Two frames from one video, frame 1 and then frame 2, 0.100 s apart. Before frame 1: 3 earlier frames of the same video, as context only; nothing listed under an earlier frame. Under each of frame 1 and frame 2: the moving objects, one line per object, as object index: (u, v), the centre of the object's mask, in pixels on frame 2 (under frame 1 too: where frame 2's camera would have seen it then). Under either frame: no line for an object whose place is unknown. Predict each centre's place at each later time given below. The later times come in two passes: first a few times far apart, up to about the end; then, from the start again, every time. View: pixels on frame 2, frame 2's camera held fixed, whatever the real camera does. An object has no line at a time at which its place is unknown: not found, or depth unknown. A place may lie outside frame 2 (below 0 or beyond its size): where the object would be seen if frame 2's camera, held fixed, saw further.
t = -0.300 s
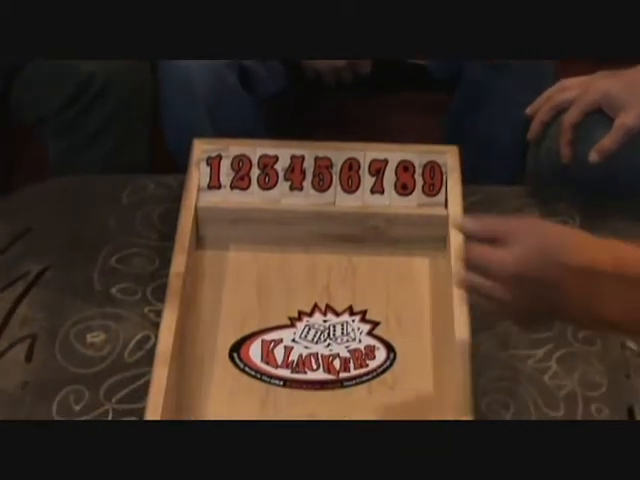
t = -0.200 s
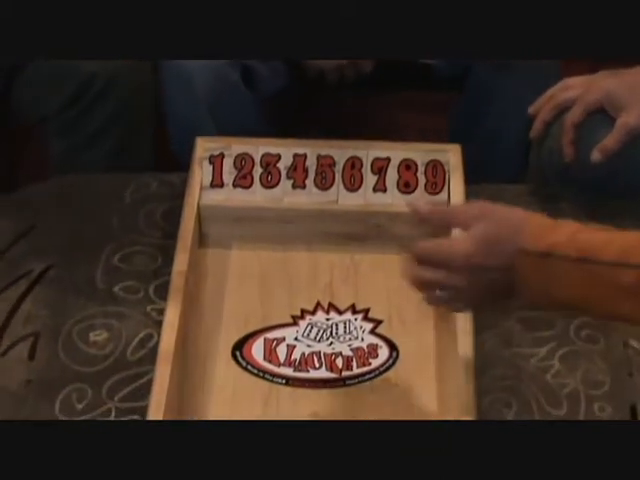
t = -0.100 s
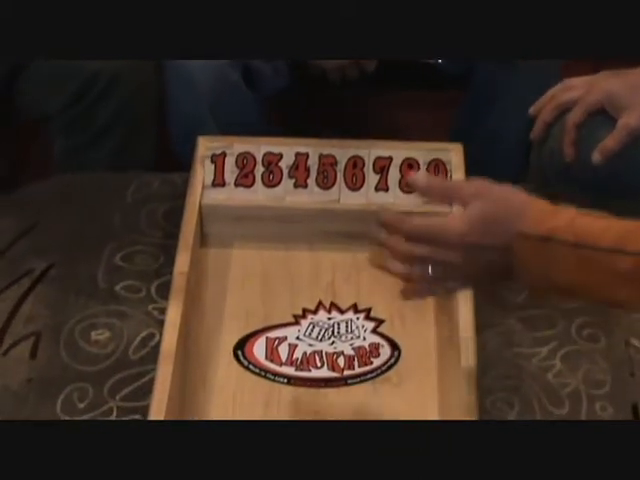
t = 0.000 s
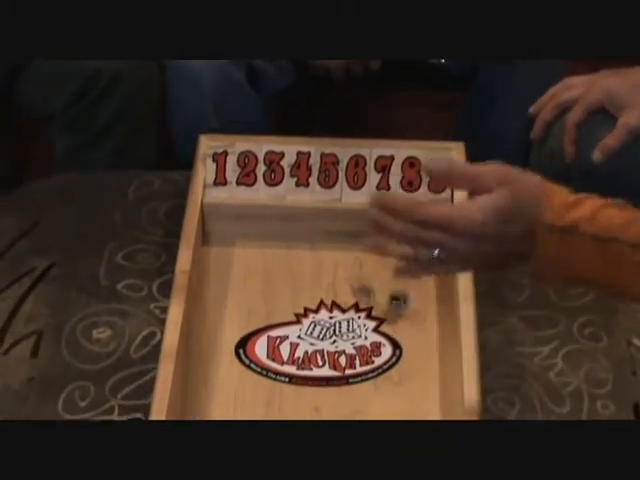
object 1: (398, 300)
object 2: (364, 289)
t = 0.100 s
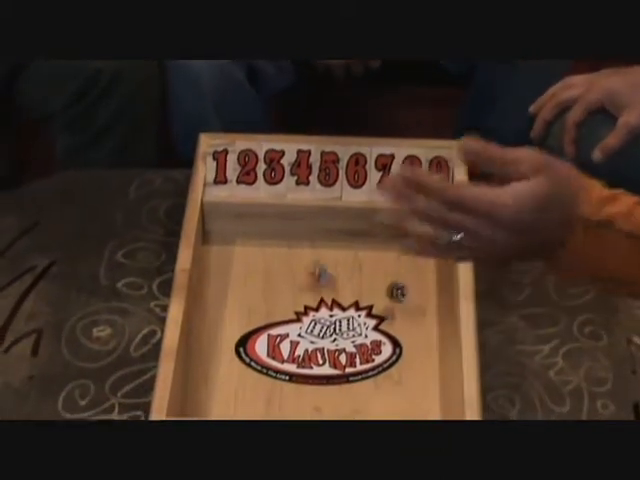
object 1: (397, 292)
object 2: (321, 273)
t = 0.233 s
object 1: (401, 299)
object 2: (276, 257)
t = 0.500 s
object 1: (417, 299)
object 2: (235, 234)
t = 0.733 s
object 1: (421, 302)
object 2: (236, 234)
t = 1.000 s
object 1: (421, 301)
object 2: (236, 234)
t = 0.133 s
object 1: (395, 300)
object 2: (307, 267)
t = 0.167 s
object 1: (396, 300)
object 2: (296, 266)
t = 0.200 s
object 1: (398, 300)
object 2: (287, 259)
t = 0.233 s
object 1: (401, 299)
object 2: (276, 257)
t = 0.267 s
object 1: (403, 299)
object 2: (266, 252)
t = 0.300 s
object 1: (407, 300)
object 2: (256, 246)
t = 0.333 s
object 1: (409, 300)
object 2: (248, 245)
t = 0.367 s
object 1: (411, 300)
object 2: (243, 238)
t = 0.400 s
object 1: (413, 299)
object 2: (238, 236)
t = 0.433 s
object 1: (414, 299)
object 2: (236, 234)
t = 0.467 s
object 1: (416, 299)
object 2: (235, 234)
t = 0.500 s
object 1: (417, 299)
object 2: (235, 234)
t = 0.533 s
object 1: (418, 299)
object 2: (235, 234)
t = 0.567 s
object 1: (420, 300)
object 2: (236, 234)
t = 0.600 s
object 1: (421, 300)
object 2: (236, 234)
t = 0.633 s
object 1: (422, 301)
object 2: (236, 234)
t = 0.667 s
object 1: (421, 302)
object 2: (236, 234)
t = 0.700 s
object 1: (421, 302)
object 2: (236, 234)
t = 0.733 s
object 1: (421, 302)
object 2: (236, 234)
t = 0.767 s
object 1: (421, 302)
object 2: (235, 234)
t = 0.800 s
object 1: (421, 302)
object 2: (236, 234)
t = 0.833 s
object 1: (421, 302)
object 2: (236, 234)
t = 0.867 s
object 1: (421, 302)
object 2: (236, 234)
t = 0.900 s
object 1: (421, 302)
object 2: (235, 234)
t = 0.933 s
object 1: (421, 302)
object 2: (236, 234)
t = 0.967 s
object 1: (421, 302)
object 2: (236, 234)
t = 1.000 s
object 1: (421, 301)
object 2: (236, 234)
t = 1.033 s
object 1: (421, 301)
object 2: (236, 234)
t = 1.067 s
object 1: (421, 301)
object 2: (236, 234)
